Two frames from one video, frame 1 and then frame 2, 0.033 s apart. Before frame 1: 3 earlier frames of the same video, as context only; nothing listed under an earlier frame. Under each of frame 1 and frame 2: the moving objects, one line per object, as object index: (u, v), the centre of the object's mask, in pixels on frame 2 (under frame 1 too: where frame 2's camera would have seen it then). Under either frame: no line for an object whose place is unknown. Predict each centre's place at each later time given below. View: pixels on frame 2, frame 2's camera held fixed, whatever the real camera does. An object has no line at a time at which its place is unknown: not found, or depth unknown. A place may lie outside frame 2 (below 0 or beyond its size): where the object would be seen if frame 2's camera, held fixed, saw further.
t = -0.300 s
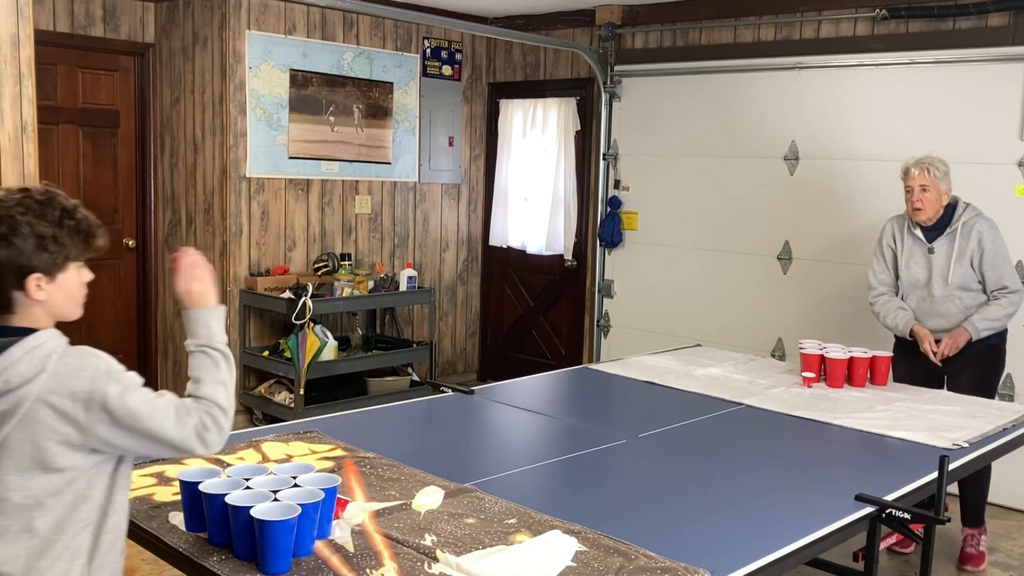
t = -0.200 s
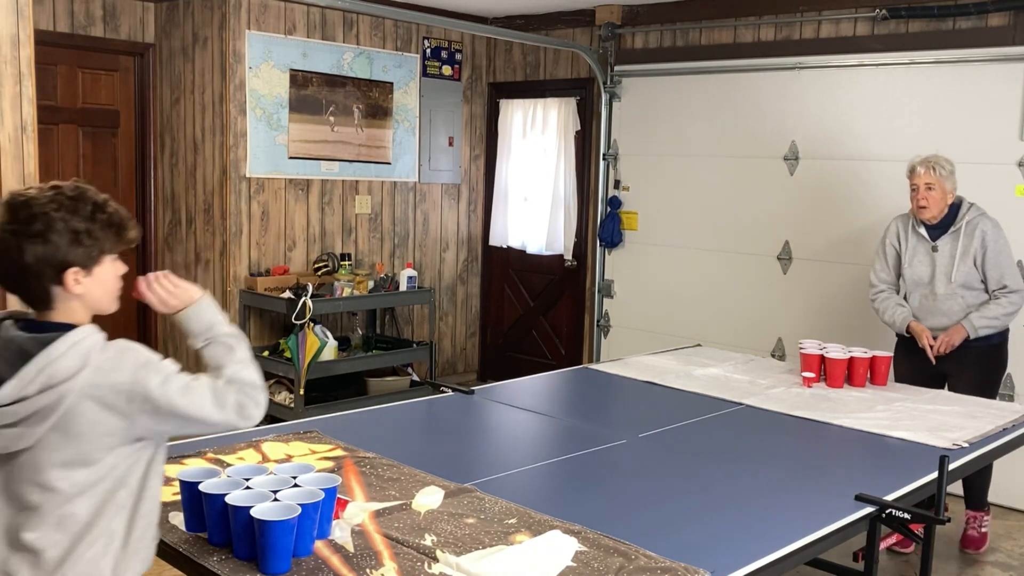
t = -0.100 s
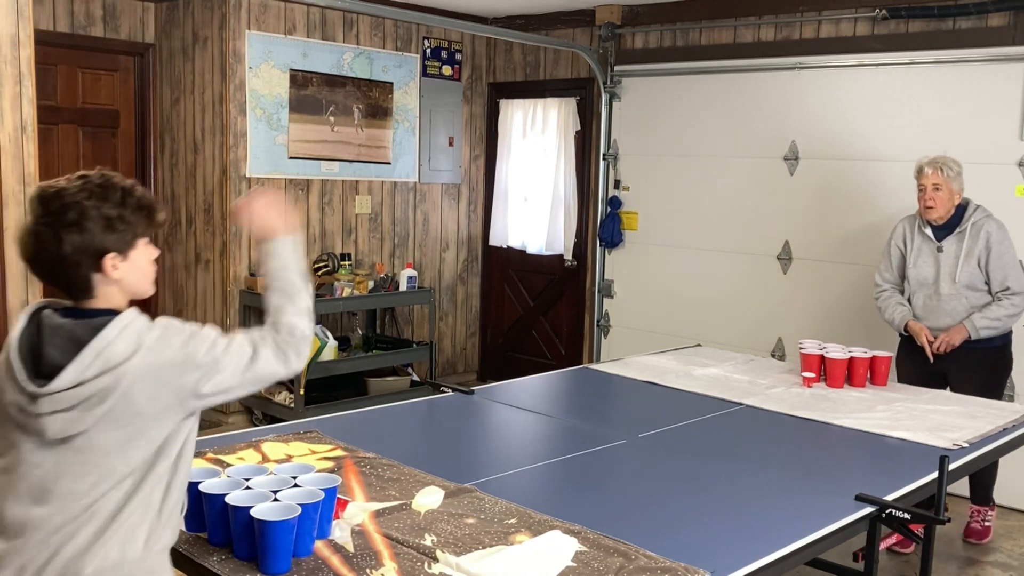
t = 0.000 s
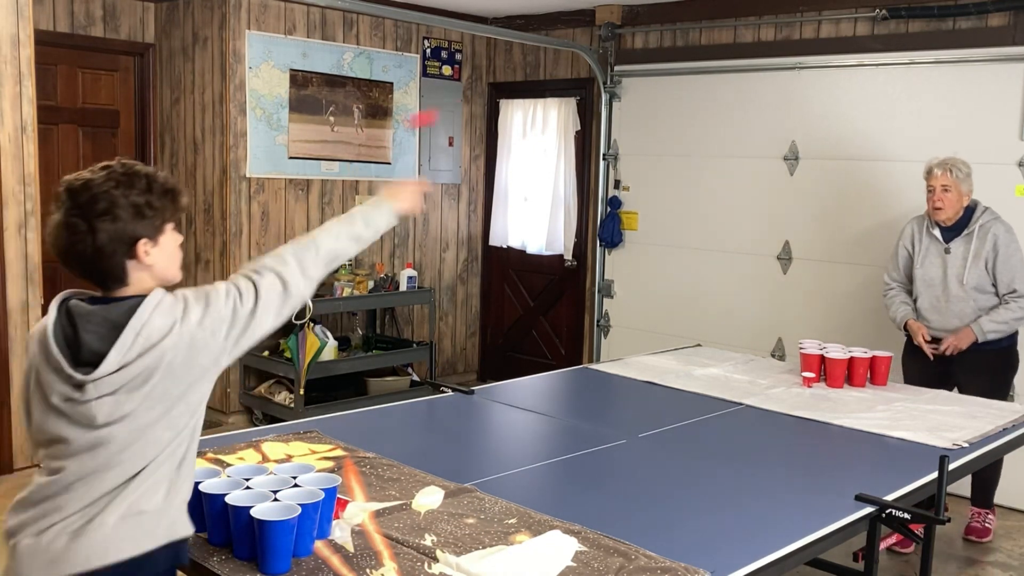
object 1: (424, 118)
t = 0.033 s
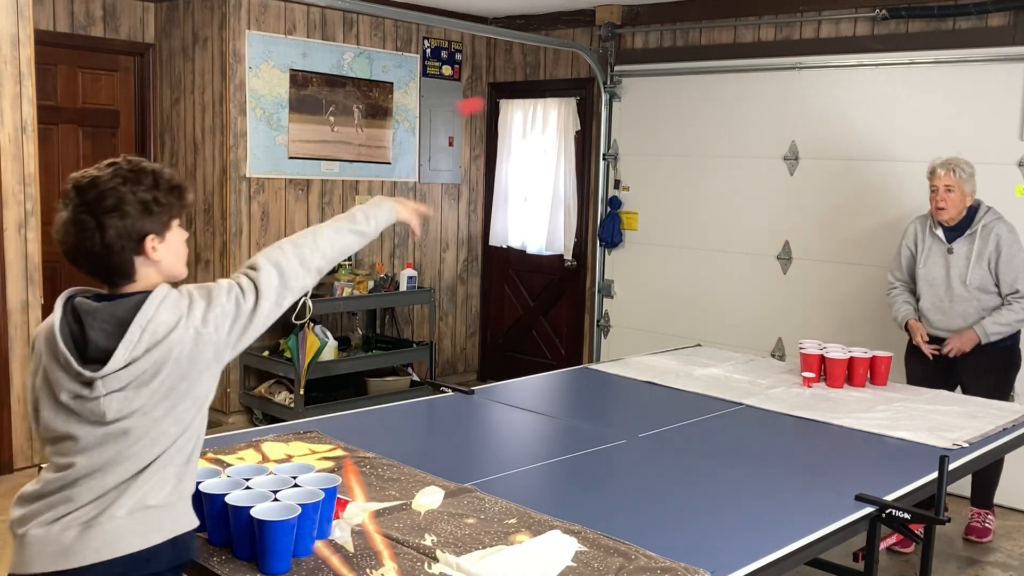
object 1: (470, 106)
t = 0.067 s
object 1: (512, 97)
